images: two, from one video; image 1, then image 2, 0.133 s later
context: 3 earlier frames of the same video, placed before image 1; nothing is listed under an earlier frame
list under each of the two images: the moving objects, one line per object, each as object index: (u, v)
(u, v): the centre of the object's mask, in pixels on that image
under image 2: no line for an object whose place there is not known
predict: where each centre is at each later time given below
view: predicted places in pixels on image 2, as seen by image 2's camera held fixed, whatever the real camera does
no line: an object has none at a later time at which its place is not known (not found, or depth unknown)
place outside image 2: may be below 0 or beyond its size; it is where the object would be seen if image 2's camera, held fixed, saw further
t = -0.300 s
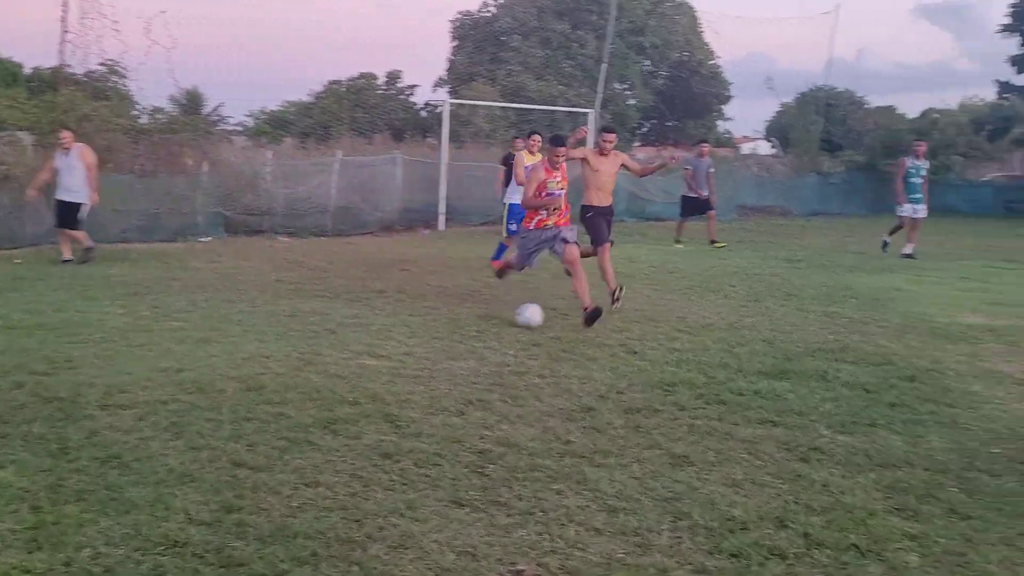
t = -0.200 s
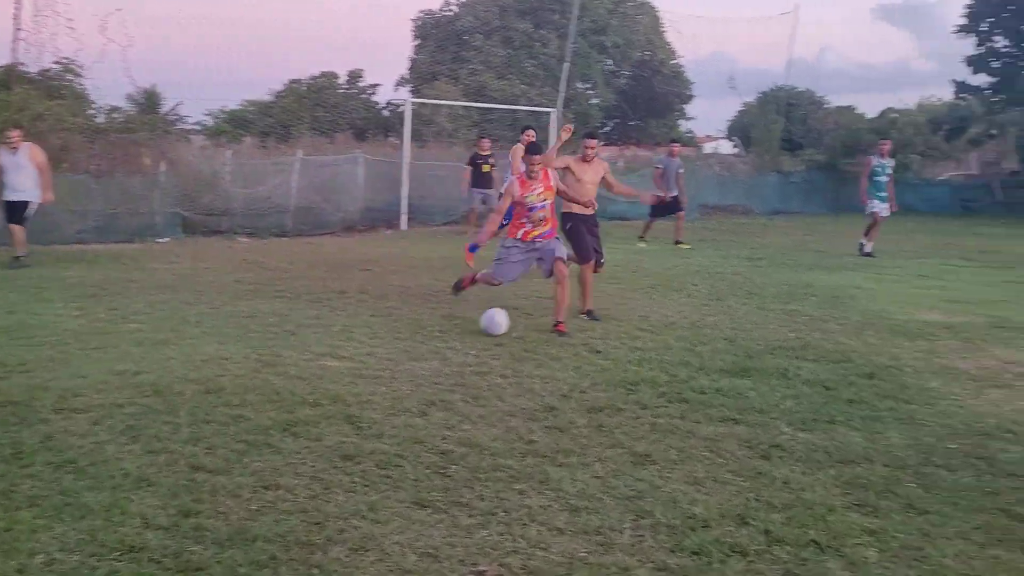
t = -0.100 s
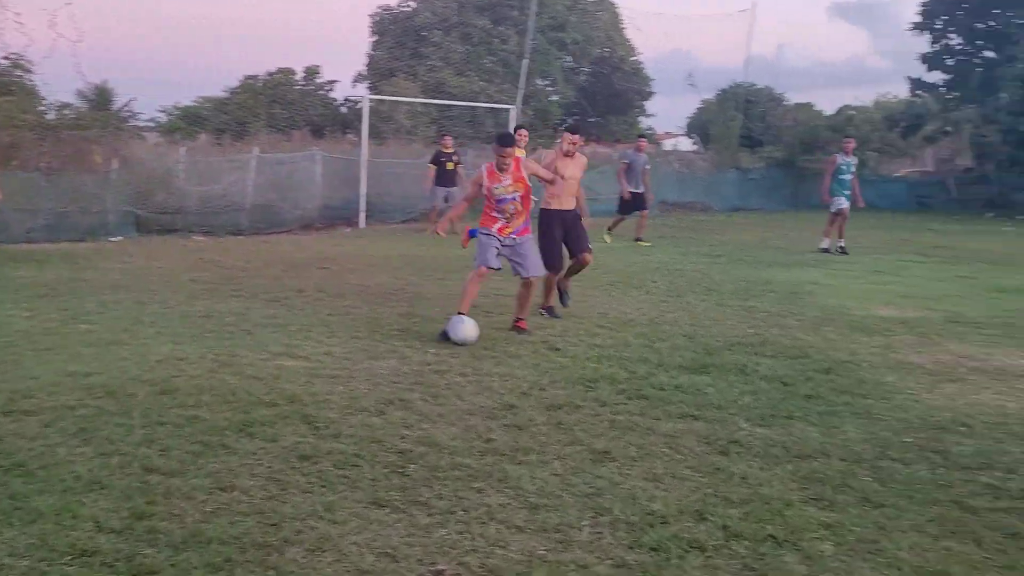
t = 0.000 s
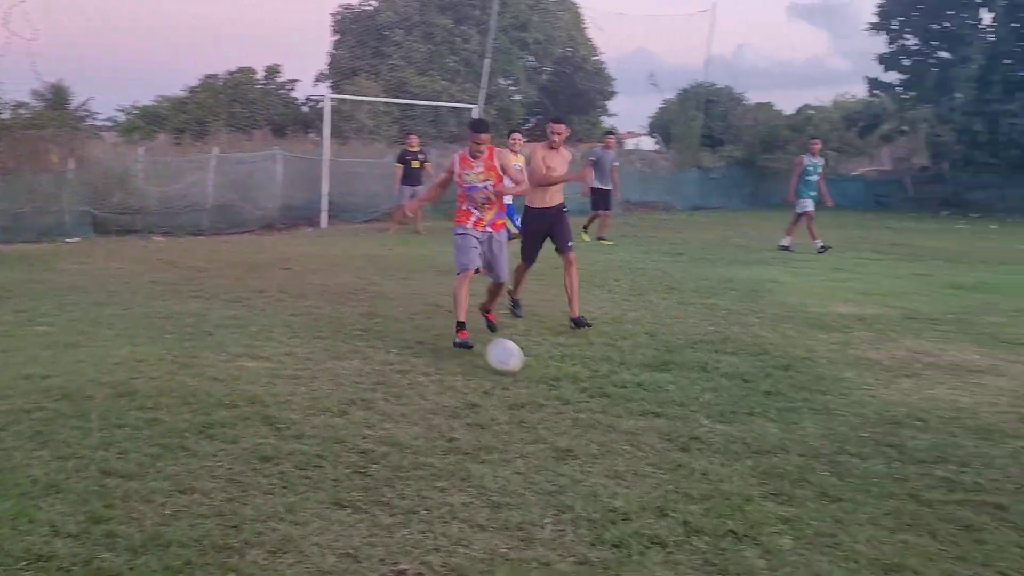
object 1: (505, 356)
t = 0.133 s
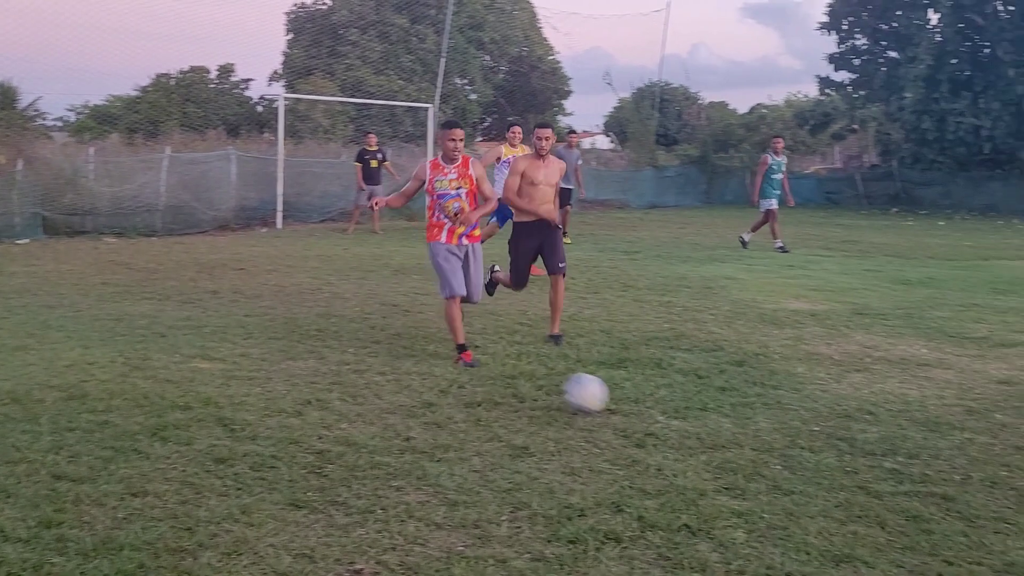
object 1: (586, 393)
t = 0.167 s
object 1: (621, 402)
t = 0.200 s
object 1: (659, 415)
